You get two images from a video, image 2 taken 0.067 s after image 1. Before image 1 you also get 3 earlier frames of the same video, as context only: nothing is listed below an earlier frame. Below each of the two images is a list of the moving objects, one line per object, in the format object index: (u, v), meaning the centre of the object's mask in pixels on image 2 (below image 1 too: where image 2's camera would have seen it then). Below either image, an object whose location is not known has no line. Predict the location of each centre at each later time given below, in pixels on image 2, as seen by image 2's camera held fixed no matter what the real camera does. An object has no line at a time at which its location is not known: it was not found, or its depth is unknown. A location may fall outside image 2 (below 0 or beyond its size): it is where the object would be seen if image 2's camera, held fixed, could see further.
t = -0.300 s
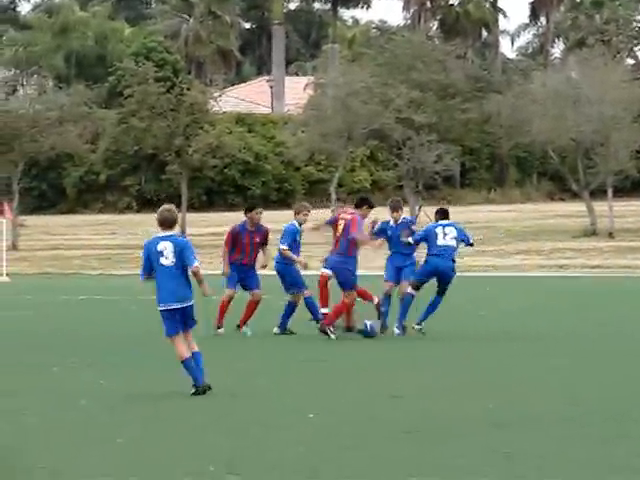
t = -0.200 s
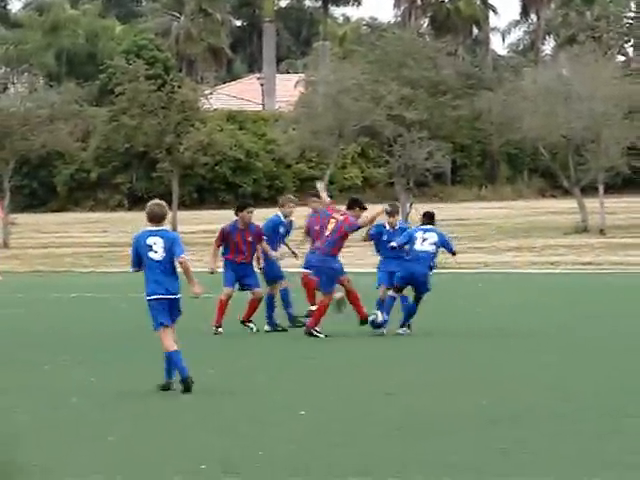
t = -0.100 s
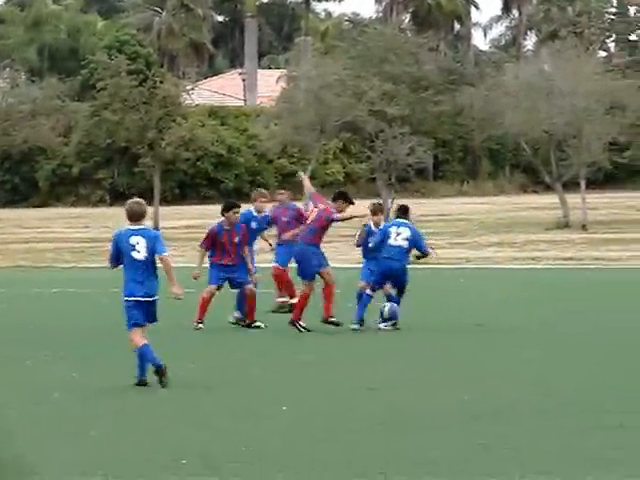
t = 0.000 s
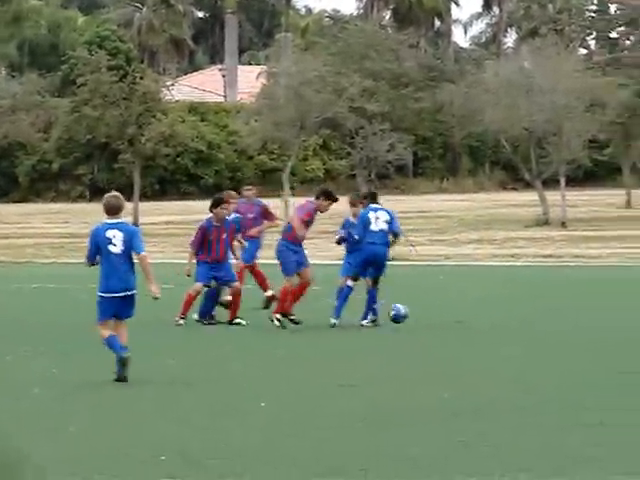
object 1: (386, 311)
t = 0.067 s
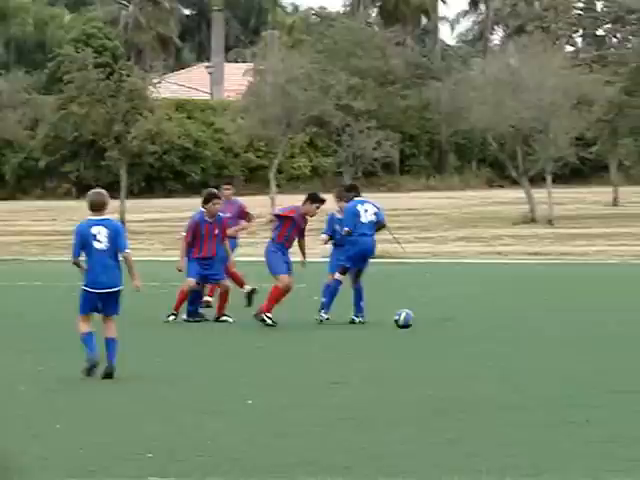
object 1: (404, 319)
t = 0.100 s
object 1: (413, 316)
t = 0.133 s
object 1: (420, 314)
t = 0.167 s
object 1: (428, 313)
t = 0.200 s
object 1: (436, 313)
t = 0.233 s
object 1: (443, 314)
